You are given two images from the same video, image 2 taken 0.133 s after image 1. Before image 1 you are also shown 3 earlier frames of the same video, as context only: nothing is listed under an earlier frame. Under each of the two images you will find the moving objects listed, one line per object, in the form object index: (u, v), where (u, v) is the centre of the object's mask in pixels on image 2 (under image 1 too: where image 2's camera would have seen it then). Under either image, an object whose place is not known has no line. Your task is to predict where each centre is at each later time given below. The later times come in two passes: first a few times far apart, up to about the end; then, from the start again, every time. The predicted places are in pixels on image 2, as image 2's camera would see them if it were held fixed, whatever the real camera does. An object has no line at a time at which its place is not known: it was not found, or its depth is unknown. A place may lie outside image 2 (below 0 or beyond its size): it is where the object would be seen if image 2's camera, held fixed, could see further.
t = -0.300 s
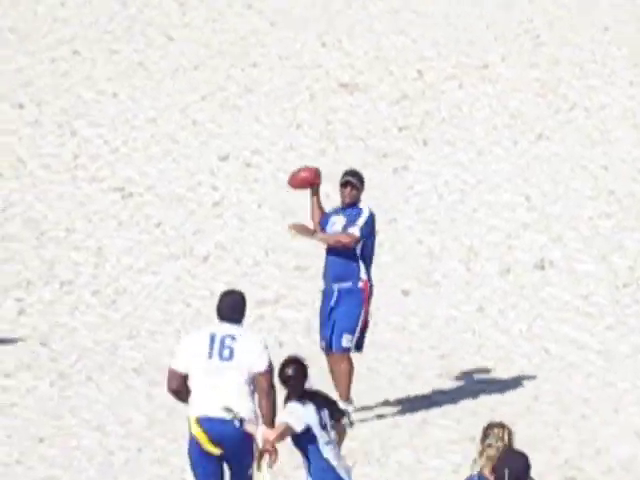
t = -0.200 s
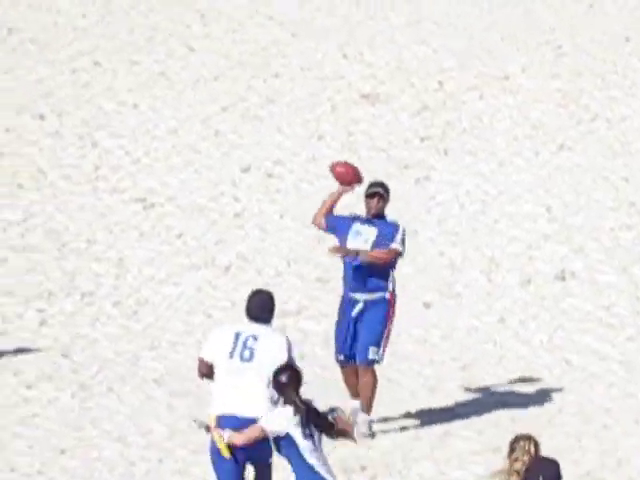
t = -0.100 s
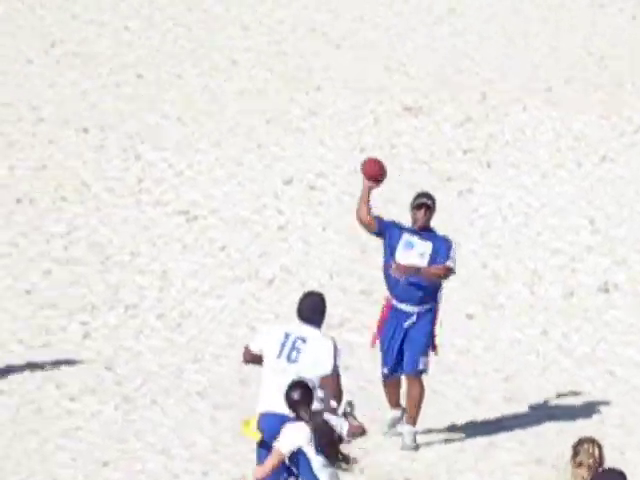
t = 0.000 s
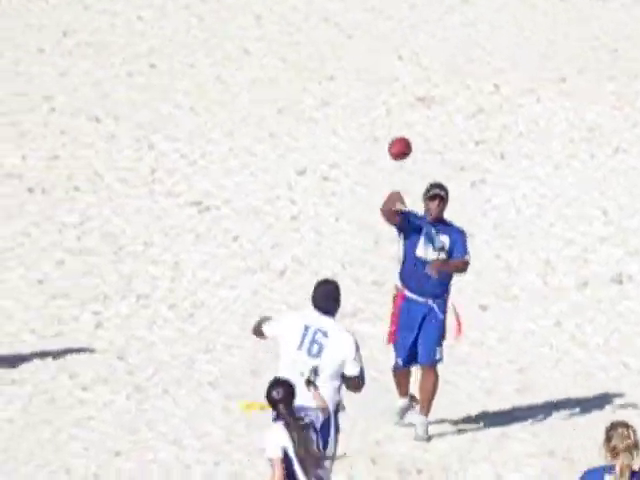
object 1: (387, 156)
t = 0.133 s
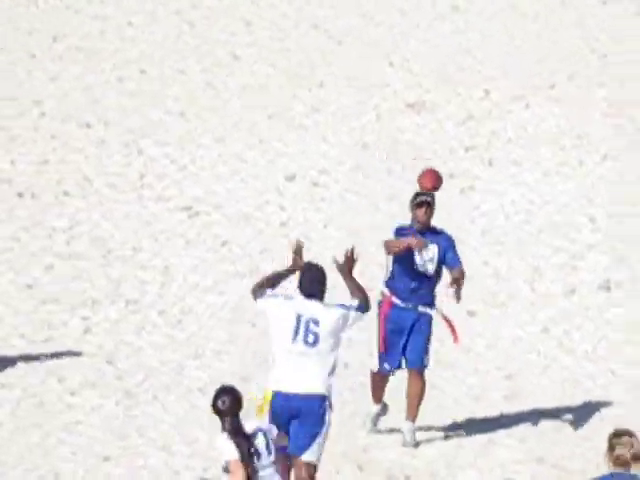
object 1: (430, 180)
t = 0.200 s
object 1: (452, 206)
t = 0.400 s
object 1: (526, 338)
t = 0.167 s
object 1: (440, 193)
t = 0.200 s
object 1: (452, 206)
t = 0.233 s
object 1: (464, 222)
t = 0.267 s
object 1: (475, 239)
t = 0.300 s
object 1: (486, 260)
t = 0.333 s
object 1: (498, 284)
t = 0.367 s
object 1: (512, 310)
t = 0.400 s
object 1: (526, 338)
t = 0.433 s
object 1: (539, 369)
